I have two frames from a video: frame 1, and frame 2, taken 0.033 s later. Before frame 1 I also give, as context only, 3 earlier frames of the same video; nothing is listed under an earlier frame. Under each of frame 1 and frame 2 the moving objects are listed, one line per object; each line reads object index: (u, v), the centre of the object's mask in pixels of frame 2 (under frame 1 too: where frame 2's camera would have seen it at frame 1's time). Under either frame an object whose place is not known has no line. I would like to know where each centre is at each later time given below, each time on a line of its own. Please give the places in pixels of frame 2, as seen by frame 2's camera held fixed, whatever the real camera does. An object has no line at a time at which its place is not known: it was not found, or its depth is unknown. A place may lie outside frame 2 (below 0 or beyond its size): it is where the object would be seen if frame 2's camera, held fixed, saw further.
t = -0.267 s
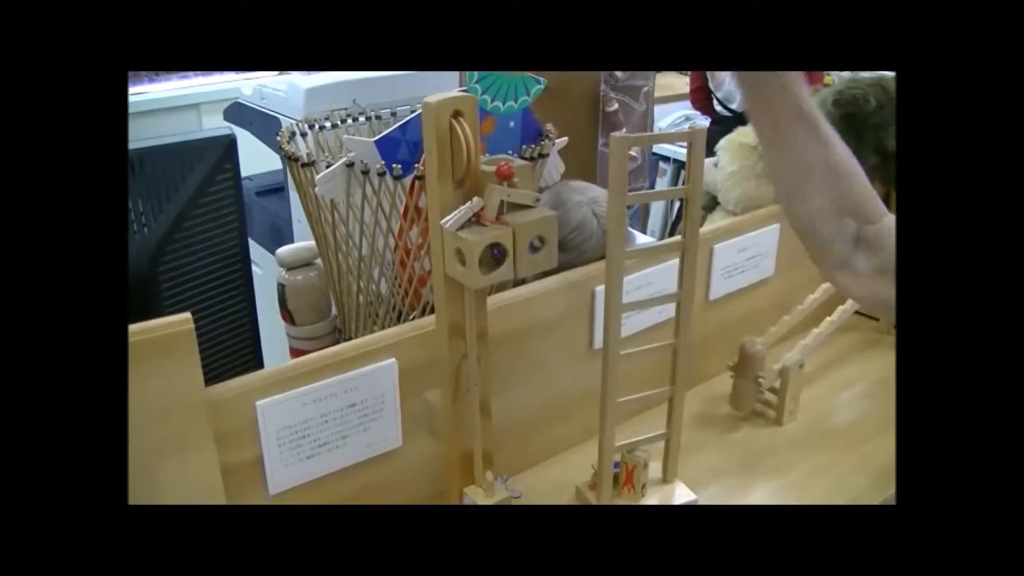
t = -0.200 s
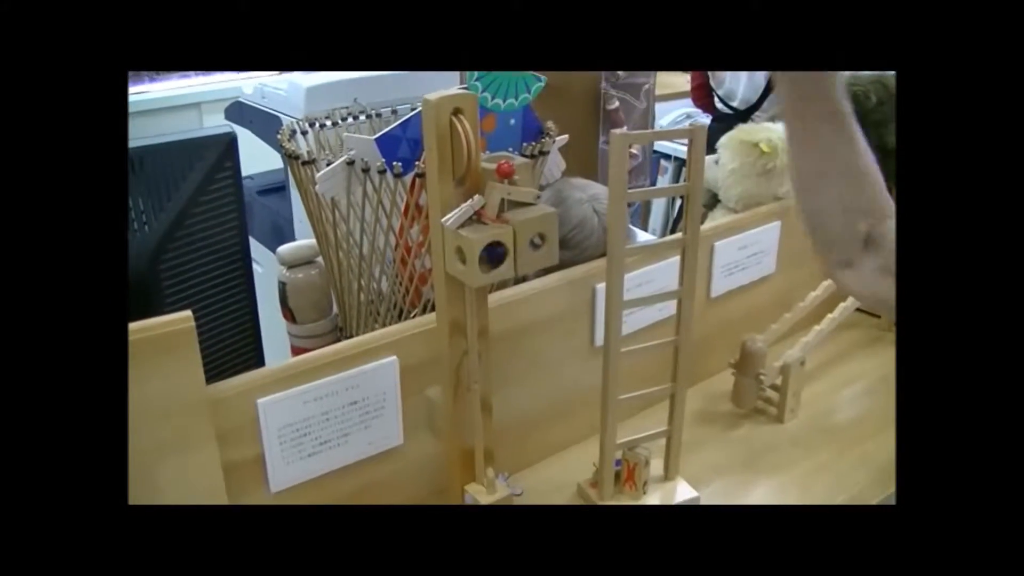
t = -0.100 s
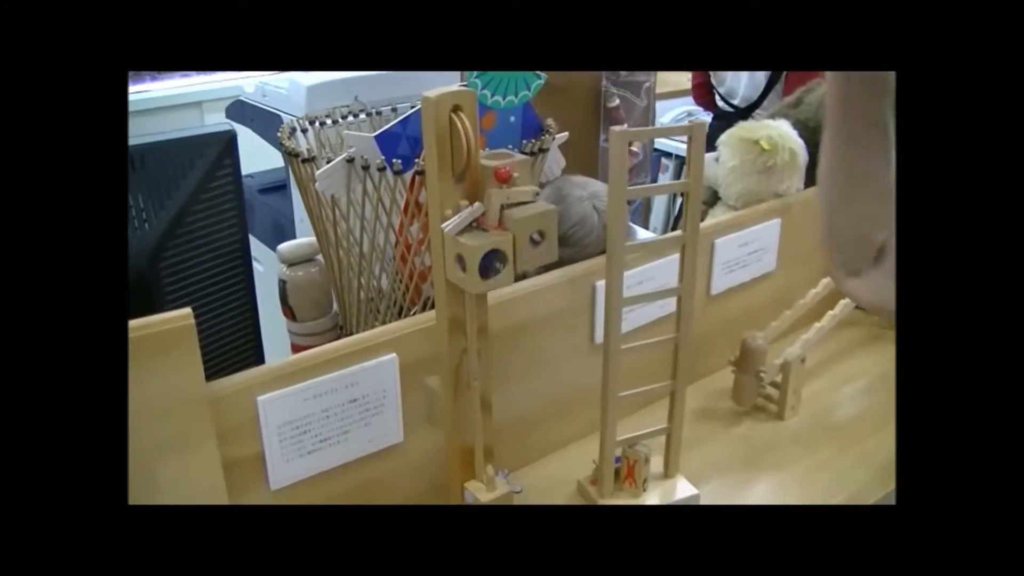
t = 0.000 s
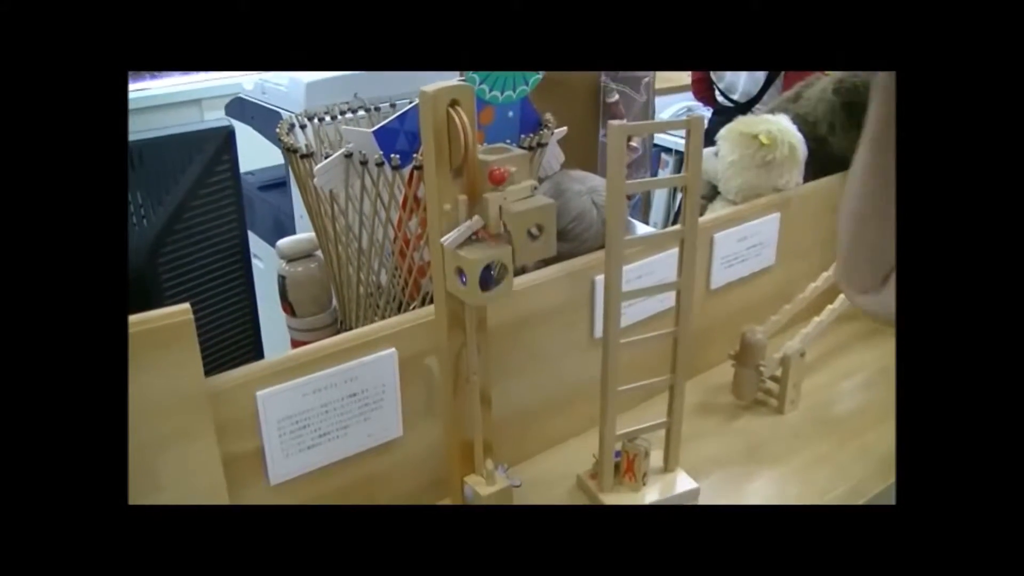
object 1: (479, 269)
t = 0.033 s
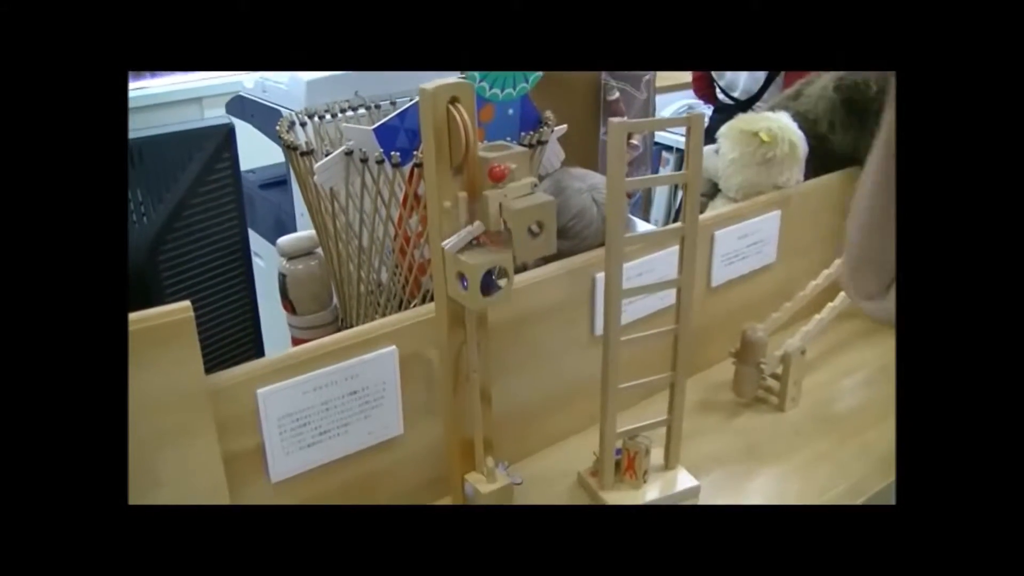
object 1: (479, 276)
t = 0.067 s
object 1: (479, 284)
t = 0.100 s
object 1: (480, 293)
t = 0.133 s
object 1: (479, 302)
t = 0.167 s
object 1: (479, 312)
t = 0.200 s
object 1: (480, 323)
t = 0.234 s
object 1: (478, 335)
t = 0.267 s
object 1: (480, 345)
